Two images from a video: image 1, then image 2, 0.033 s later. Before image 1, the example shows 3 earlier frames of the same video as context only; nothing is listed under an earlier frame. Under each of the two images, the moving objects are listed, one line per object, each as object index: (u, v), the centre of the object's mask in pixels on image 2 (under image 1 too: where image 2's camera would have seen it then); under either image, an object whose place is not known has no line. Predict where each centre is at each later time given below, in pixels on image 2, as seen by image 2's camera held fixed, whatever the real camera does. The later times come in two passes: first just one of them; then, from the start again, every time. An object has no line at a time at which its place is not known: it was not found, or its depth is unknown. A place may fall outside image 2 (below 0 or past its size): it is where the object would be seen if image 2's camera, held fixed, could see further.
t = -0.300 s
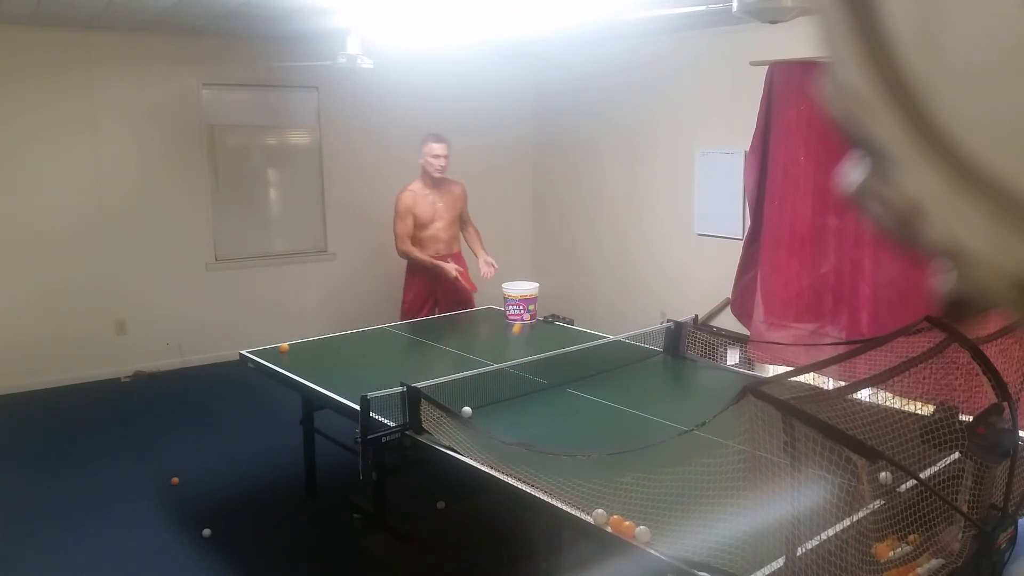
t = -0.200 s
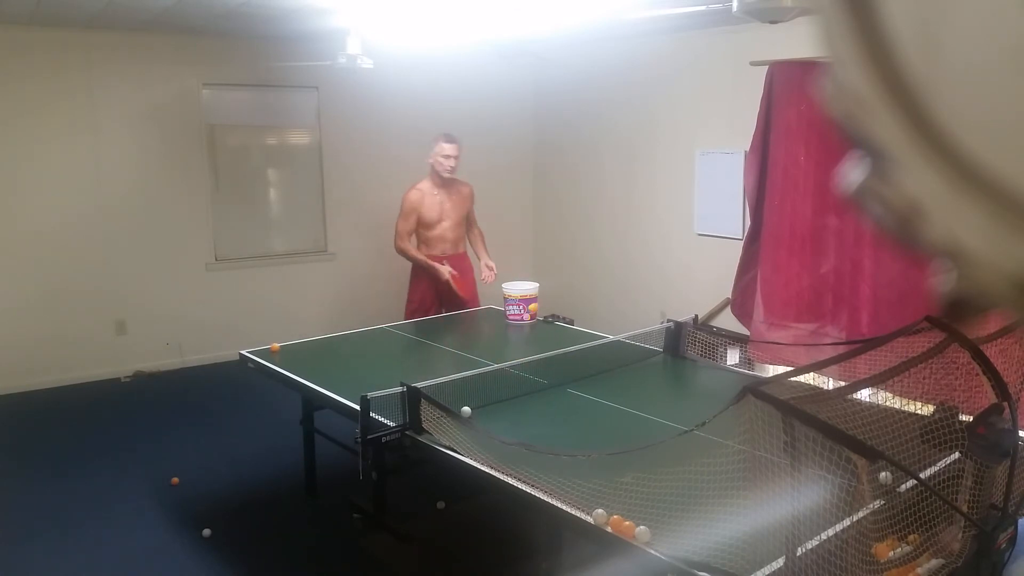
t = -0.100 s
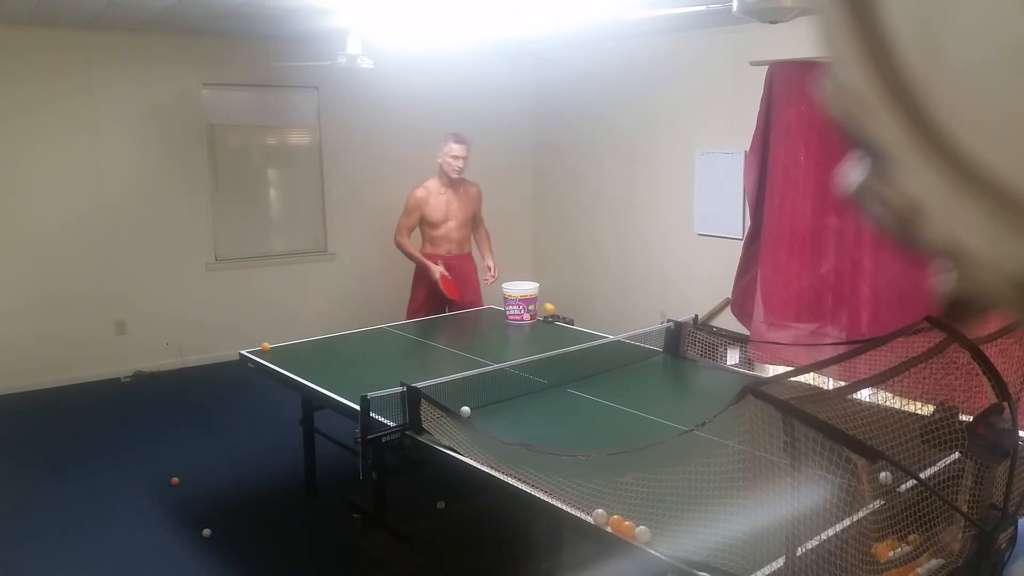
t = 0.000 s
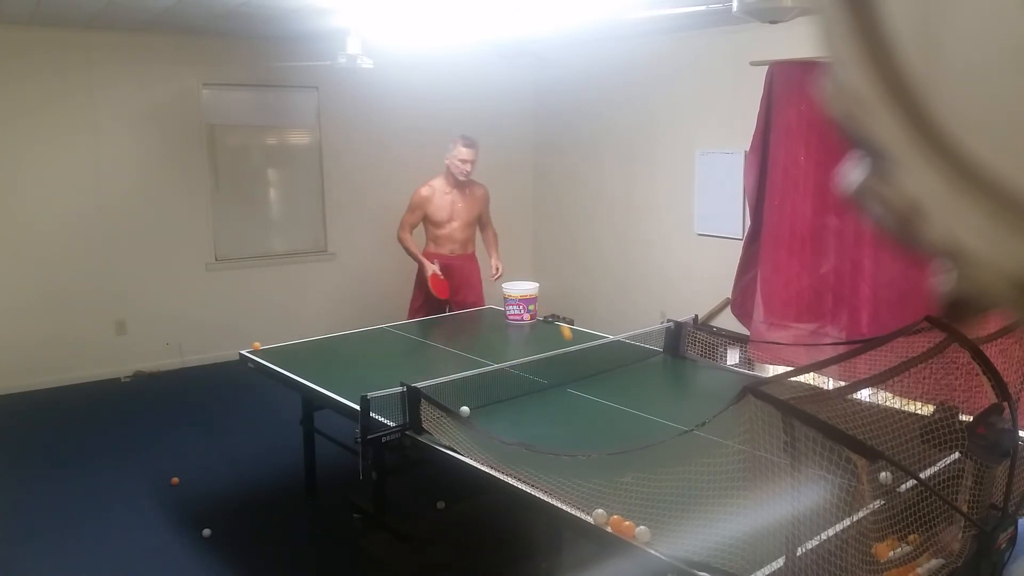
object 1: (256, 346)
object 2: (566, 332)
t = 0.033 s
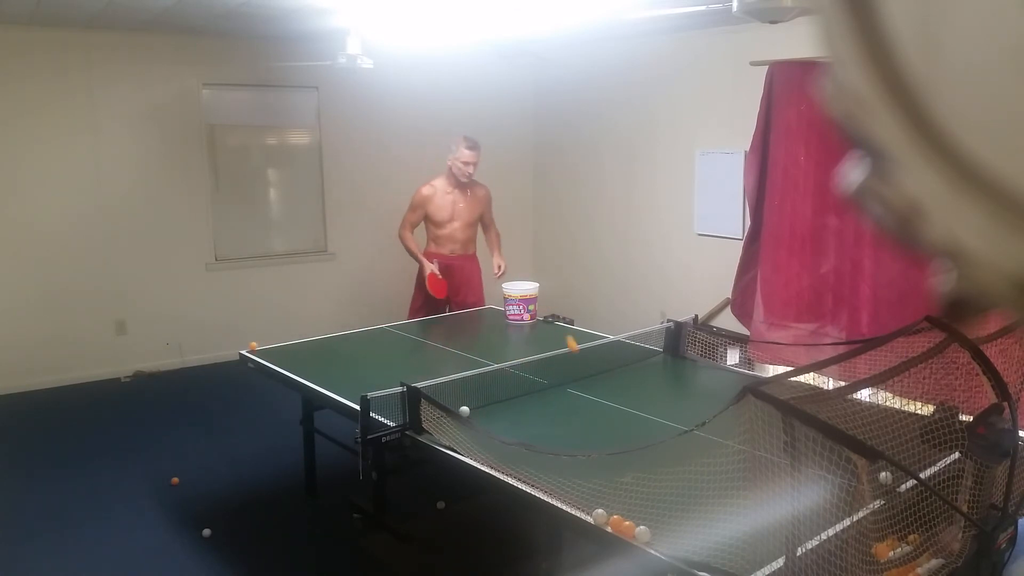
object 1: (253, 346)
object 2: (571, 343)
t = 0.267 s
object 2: (599, 367)
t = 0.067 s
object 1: (250, 346)
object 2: (578, 354)
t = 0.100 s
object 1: (247, 346)
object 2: (583, 366)
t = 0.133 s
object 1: (244, 346)
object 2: (589, 381)
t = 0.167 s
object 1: (242, 347)
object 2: (594, 382)
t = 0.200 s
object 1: (238, 350)
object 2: (596, 375)
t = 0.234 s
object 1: (236, 358)
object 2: (597, 370)
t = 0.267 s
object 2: (599, 367)
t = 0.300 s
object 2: (601, 367)
